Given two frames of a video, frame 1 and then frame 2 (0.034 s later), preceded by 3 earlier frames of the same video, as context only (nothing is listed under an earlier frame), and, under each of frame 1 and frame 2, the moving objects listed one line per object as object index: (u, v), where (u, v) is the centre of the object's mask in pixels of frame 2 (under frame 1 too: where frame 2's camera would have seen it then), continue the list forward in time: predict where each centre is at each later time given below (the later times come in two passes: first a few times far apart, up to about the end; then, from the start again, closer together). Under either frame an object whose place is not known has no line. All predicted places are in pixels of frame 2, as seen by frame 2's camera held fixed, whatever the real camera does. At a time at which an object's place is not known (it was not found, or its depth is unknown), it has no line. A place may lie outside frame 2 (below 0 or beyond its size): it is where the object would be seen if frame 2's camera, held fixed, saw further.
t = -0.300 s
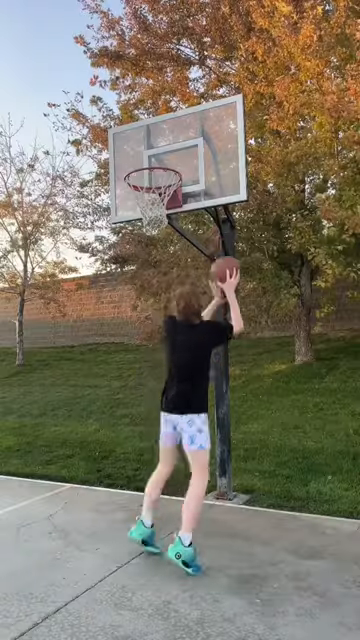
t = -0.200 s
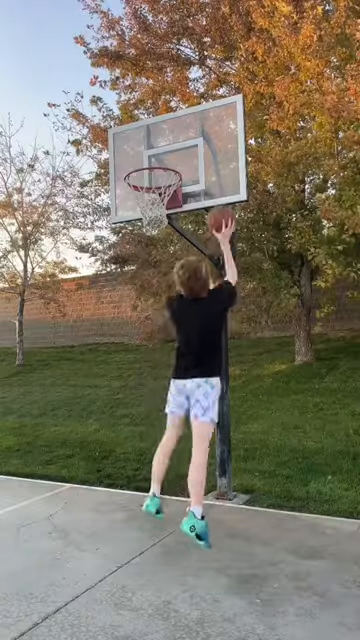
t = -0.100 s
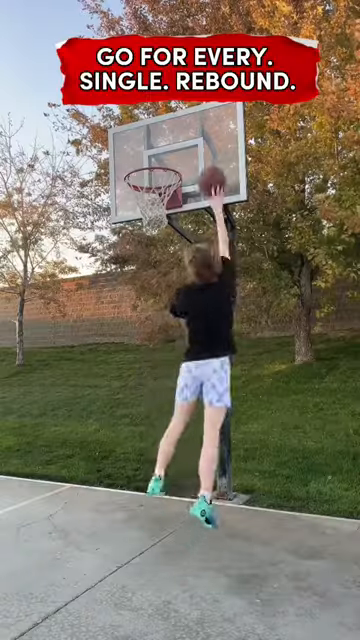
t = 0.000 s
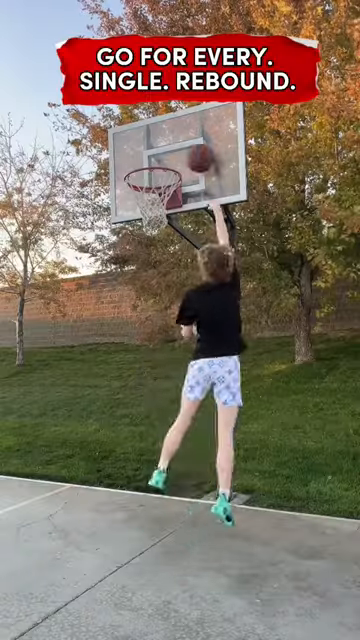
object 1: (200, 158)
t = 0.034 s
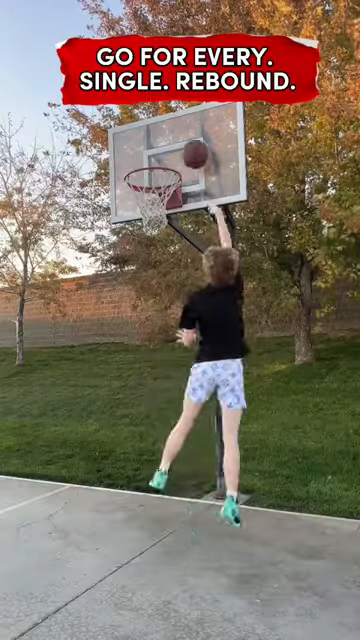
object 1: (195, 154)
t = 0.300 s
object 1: (153, 167)
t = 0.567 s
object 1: (147, 223)
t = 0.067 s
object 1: (190, 151)
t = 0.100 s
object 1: (185, 149)
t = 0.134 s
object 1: (179, 149)
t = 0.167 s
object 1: (174, 150)
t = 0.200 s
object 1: (169, 152)
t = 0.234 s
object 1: (164, 155)
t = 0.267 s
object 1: (158, 161)
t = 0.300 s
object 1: (153, 167)
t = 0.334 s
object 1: (147, 174)
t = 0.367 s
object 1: (143, 183)
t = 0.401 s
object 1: (139, 188)
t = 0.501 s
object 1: (146, 214)
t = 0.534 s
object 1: (147, 218)
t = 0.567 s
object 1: (147, 223)
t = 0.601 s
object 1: (148, 229)
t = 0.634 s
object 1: (149, 237)
